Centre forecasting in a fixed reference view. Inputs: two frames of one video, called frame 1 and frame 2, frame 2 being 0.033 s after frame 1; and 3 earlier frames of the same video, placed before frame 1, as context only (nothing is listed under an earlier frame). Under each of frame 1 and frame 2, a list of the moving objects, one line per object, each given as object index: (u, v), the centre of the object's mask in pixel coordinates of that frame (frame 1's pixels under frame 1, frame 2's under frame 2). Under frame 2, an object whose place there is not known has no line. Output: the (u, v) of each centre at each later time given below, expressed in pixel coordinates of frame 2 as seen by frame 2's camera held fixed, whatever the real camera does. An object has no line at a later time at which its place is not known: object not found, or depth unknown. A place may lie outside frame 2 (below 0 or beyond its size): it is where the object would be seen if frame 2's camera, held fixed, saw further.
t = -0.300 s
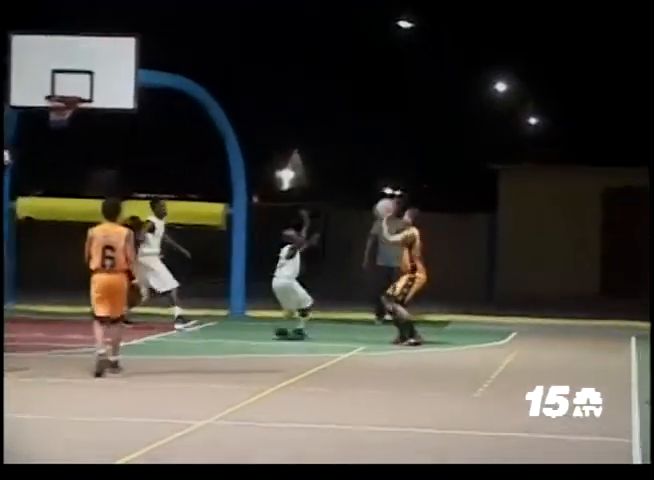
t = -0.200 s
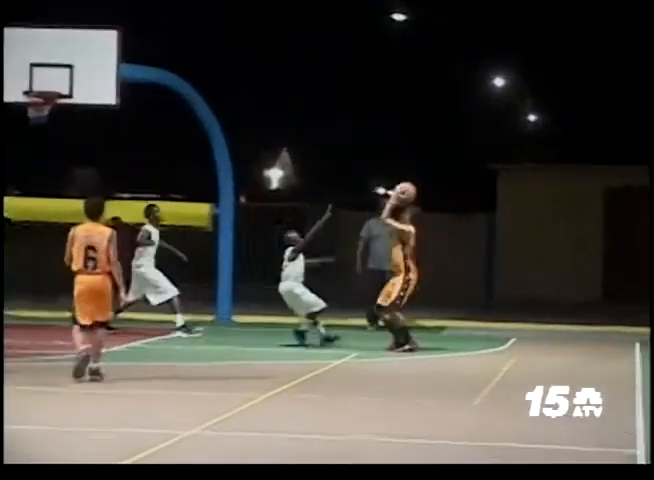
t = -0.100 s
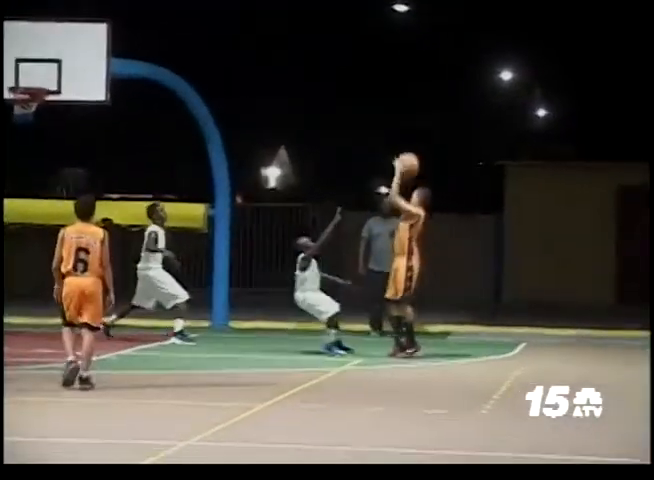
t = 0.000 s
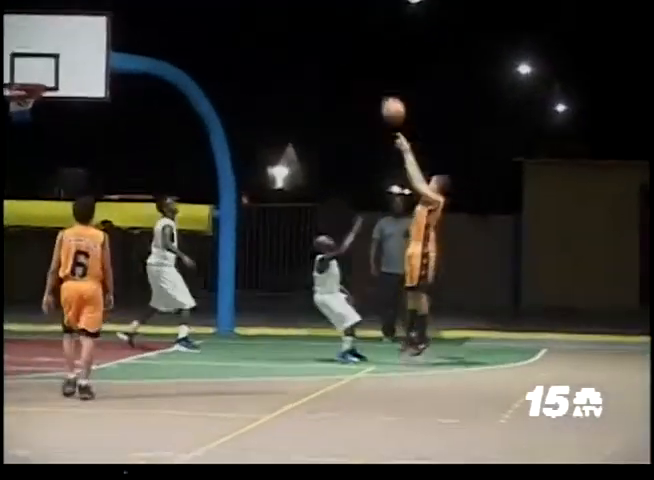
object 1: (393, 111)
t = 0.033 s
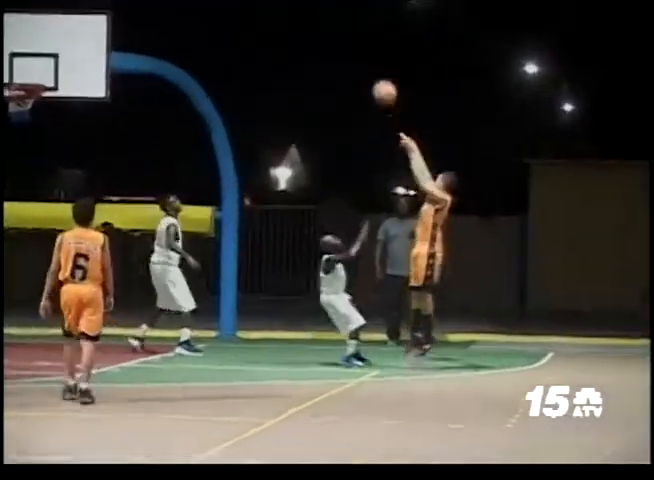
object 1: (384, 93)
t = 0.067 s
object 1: (372, 77)
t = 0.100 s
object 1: (359, 62)
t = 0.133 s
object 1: (346, 48)
